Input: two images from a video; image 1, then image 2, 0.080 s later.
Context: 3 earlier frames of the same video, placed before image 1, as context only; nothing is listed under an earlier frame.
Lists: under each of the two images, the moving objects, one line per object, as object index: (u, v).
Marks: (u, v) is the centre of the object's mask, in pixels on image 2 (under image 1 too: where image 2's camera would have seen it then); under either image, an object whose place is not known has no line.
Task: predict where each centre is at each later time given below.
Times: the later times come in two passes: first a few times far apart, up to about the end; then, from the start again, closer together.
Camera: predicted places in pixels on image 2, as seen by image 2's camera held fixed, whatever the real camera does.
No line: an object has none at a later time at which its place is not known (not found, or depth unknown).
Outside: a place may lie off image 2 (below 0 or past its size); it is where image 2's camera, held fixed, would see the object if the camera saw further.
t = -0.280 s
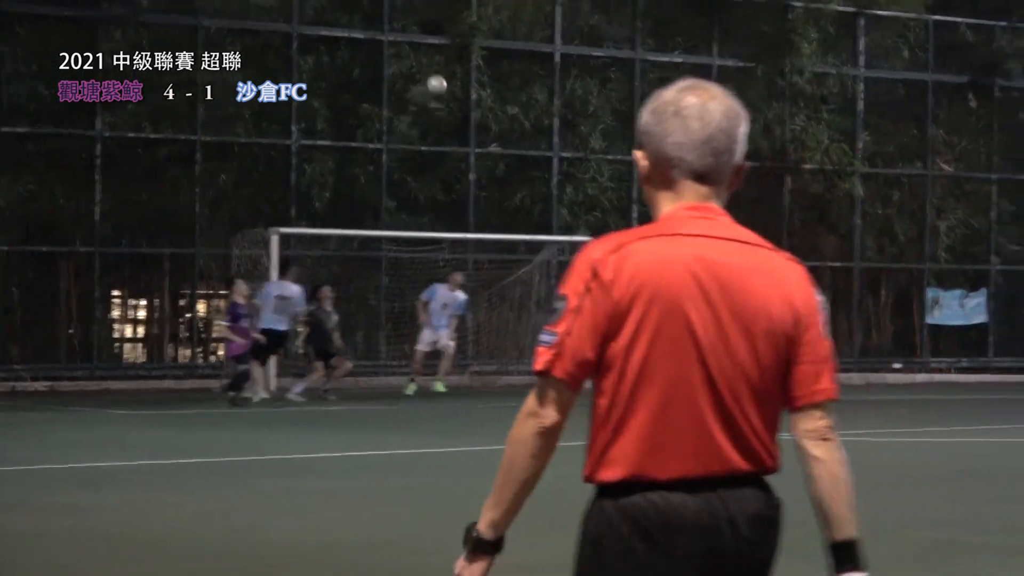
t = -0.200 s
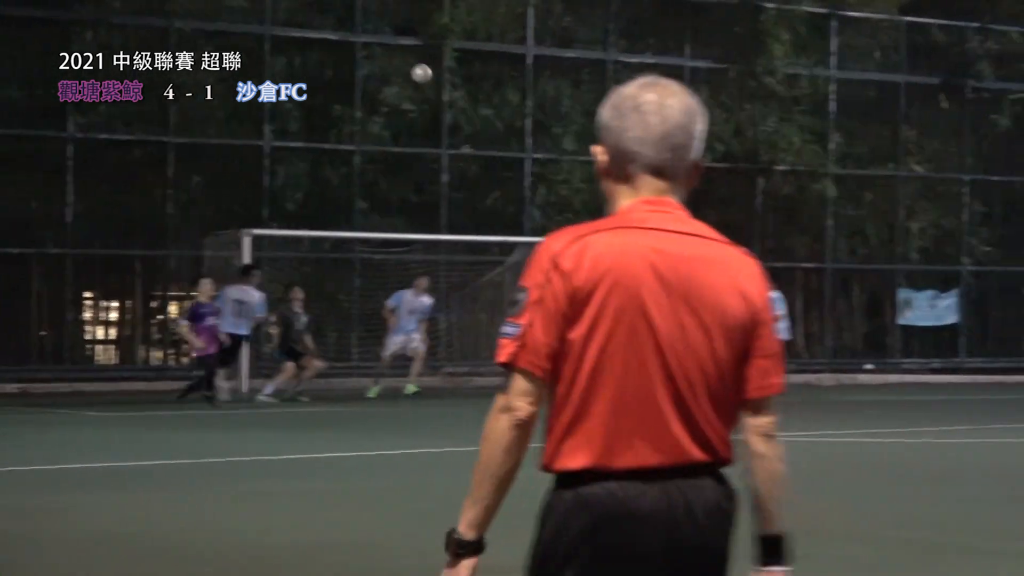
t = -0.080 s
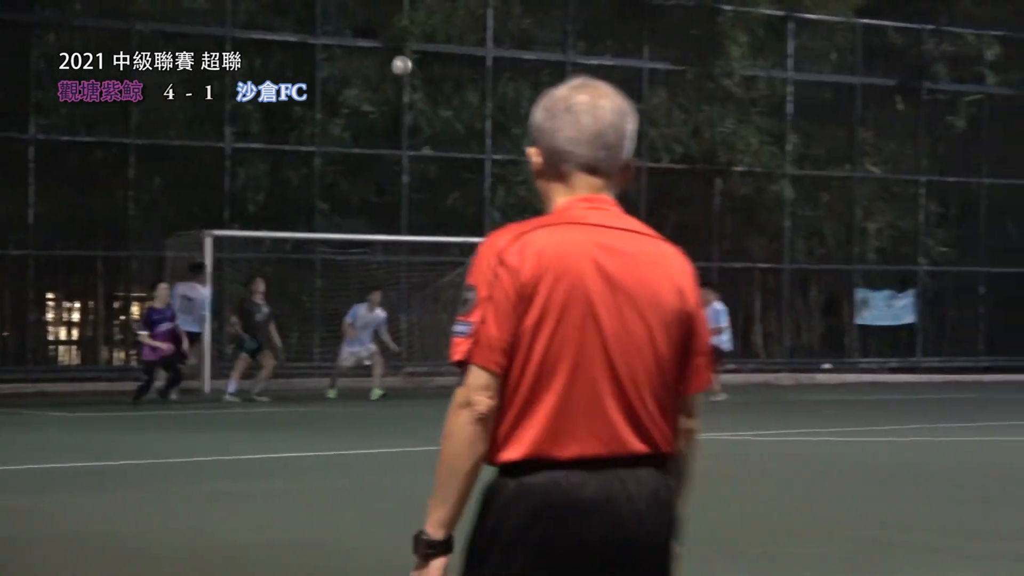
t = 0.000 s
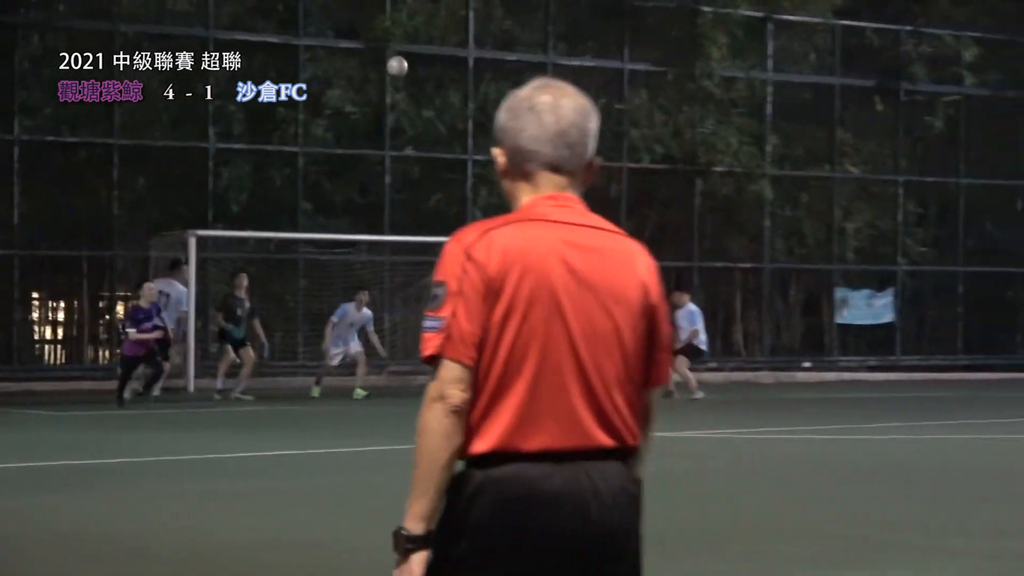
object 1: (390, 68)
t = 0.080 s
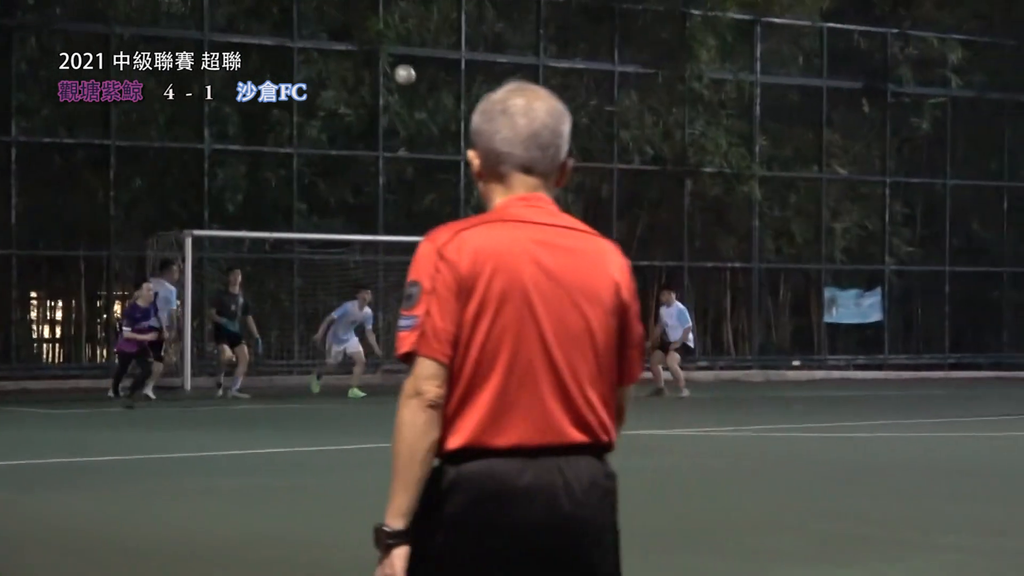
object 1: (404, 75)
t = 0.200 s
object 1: (428, 94)
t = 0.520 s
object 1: (495, 220)
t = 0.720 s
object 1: (544, 358)
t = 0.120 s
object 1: (412, 79)
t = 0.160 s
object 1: (420, 86)
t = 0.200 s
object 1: (428, 94)
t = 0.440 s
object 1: (477, 177)
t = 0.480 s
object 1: (486, 197)
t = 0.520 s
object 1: (495, 220)
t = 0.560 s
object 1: (506, 242)
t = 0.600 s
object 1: (515, 269)
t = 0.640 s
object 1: (524, 296)
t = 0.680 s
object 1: (534, 327)
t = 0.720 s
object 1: (544, 358)
